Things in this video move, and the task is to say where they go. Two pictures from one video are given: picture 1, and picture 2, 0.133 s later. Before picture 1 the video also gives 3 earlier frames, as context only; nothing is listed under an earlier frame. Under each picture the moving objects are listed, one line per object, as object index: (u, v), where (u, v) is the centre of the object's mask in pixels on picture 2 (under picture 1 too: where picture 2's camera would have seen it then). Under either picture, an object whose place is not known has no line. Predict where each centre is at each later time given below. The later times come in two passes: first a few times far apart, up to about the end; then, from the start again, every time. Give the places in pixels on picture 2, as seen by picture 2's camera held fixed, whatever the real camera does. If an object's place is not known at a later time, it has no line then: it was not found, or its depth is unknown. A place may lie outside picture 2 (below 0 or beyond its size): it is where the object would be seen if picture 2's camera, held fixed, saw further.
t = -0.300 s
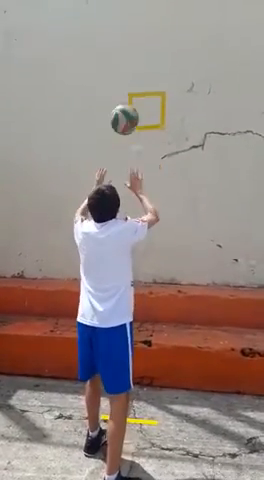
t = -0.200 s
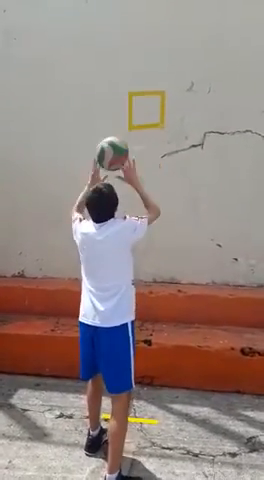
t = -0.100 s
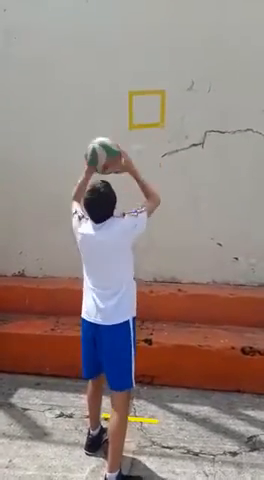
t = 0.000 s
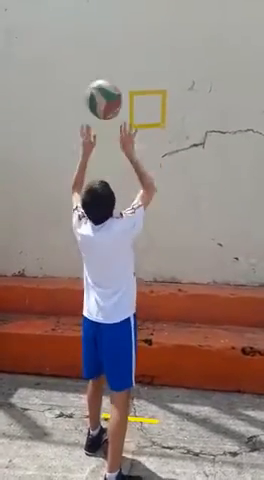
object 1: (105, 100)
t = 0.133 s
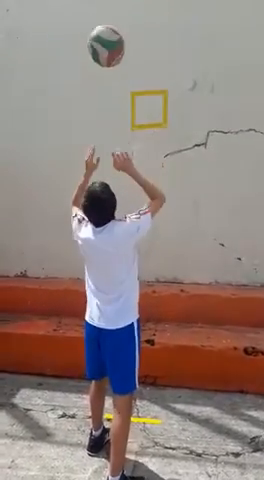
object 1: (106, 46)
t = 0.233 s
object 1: (106, 25)
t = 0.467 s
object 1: (107, 48)
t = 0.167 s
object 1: (105, 37)
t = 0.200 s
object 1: (105, 30)
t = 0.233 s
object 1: (106, 25)
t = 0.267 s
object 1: (106, 22)
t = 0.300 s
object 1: (106, 21)
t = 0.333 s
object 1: (106, 22)
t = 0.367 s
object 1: (107, 25)
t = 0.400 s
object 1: (107, 31)
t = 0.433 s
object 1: (107, 38)
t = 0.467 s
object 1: (107, 48)
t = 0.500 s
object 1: (108, 59)
